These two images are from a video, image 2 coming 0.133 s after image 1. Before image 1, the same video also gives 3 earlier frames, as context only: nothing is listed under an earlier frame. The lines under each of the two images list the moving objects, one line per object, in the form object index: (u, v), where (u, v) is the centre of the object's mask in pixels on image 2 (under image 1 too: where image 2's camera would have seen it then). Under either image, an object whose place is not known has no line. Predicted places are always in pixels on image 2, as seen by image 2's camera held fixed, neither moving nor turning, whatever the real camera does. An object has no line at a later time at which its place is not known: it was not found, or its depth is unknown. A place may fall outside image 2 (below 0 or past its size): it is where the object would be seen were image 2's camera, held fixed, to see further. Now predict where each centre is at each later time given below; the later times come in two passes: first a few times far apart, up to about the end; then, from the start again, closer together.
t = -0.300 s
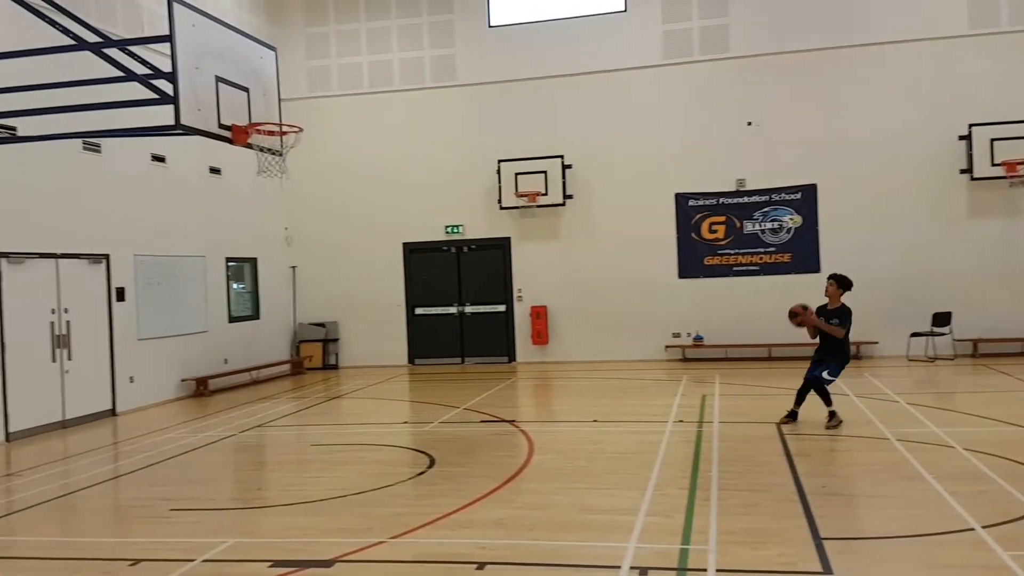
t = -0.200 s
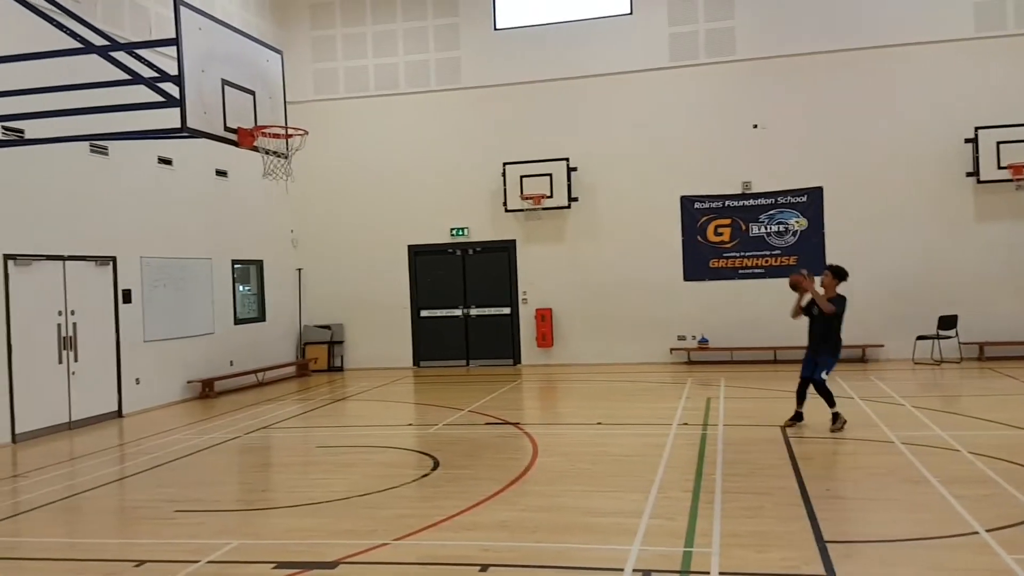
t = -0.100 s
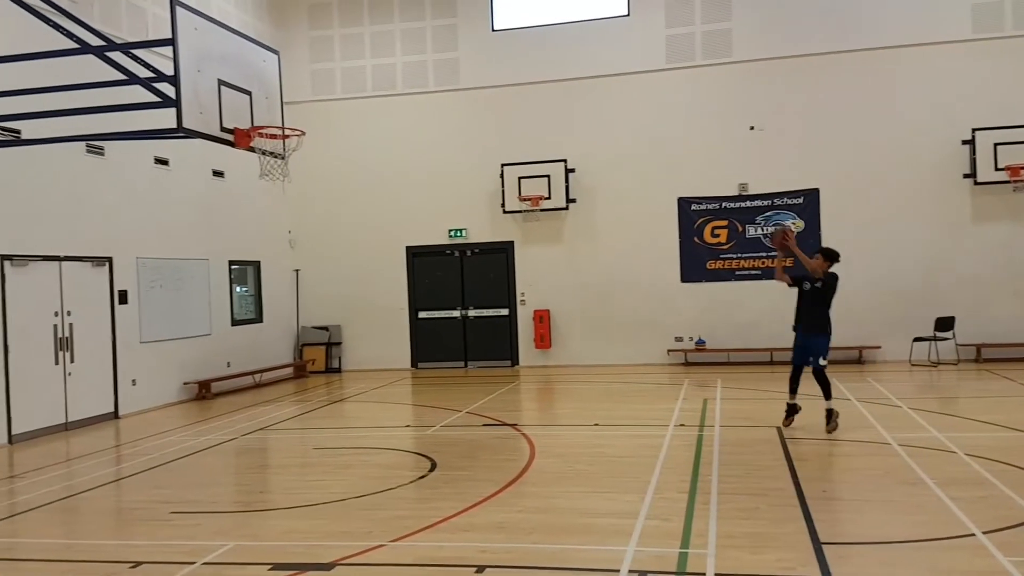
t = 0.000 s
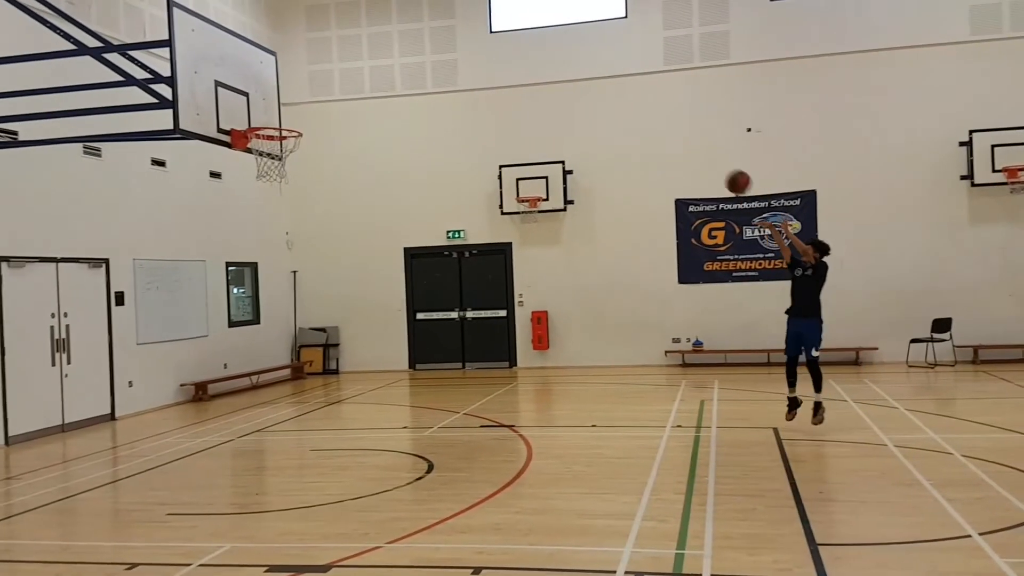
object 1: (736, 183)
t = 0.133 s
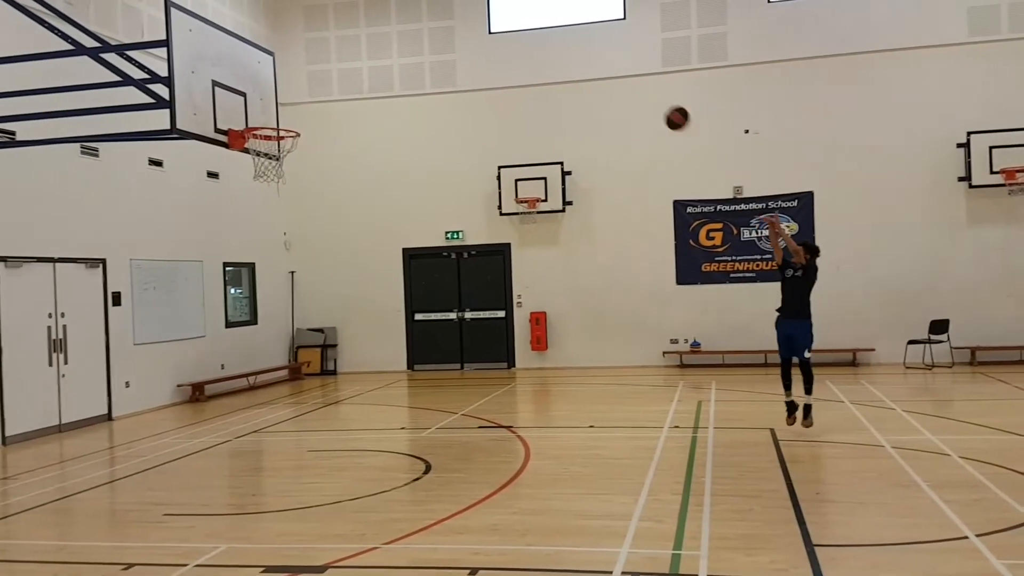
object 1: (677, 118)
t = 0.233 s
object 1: (633, 80)
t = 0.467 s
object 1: (528, 24)
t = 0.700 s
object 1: (417, 22)
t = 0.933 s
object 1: (303, 81)
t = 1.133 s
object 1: (272, 113)
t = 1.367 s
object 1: (298, 140)
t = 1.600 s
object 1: (322, 212)
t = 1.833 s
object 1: (343, 319)
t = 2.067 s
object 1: (357, 383)
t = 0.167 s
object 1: (662, 105)
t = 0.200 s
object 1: (647, 92)
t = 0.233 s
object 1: (633, 80)
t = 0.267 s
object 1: (618, 69)
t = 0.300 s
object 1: (603, 59)
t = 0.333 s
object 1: (588, 50)
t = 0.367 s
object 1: (574, 42)
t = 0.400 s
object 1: (558, 35)
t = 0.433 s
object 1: (543, 29)
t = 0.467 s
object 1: (528, 24)
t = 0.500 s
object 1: (512, 20)
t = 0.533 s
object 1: (496, 18)
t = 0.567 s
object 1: (480, 16)
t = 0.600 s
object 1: (465, 16)
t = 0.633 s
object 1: (449, 17)
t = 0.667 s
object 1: (433, 19)
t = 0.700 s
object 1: (417, 22)
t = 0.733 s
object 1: (402, 26)
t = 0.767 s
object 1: (385, 32)
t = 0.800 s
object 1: (369, 39)
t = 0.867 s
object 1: (336, 58)
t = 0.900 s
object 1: (319, 69)
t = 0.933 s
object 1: (303, 81)
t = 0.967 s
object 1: (286, 95)
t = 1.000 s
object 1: (269, 111)
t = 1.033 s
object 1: (260, 117)
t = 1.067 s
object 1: (264, 115)
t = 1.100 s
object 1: (269, 114)
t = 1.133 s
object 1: (272, 113)
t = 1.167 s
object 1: (276, 114)
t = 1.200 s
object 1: (280, 116)
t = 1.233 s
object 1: (284, 118)
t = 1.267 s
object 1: (288, 121)
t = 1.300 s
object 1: (292, 124)
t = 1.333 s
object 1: (296, 131)
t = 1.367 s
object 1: (298, 140)
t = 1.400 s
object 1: (304, 149)
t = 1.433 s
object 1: (306, 157)
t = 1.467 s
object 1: (309, 166)
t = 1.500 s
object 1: (312, 177)
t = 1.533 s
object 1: (316, 188)
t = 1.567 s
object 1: (319, 200)
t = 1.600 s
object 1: (322, 212)
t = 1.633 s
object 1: (326, 226)
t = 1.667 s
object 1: (329, 240)
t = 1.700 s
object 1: (332, 254)
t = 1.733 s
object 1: (335, 270)
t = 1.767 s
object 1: (338, 286)
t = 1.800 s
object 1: (341, 302)
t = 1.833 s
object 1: (343, 319)
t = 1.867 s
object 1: (346, 337)
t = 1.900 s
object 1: (348, 355)
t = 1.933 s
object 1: (351, 374)
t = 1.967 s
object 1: (353, 393)
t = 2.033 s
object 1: (356, 398)
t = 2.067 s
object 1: (357, 383)
